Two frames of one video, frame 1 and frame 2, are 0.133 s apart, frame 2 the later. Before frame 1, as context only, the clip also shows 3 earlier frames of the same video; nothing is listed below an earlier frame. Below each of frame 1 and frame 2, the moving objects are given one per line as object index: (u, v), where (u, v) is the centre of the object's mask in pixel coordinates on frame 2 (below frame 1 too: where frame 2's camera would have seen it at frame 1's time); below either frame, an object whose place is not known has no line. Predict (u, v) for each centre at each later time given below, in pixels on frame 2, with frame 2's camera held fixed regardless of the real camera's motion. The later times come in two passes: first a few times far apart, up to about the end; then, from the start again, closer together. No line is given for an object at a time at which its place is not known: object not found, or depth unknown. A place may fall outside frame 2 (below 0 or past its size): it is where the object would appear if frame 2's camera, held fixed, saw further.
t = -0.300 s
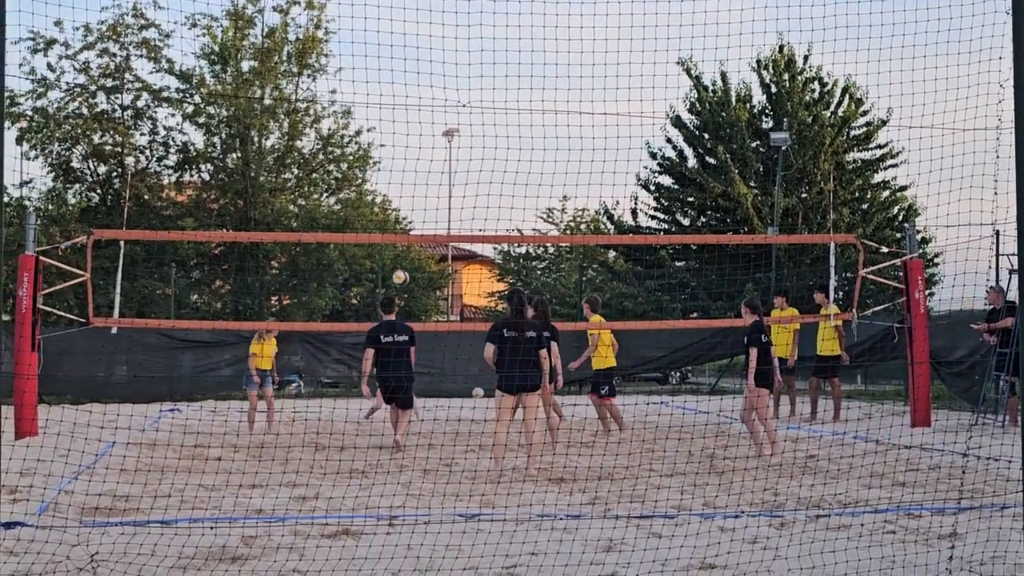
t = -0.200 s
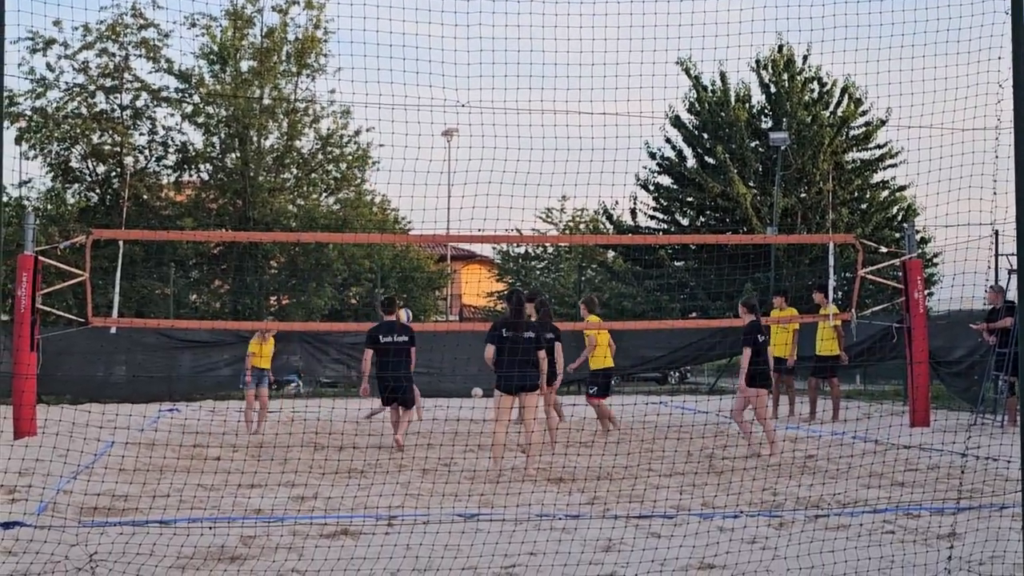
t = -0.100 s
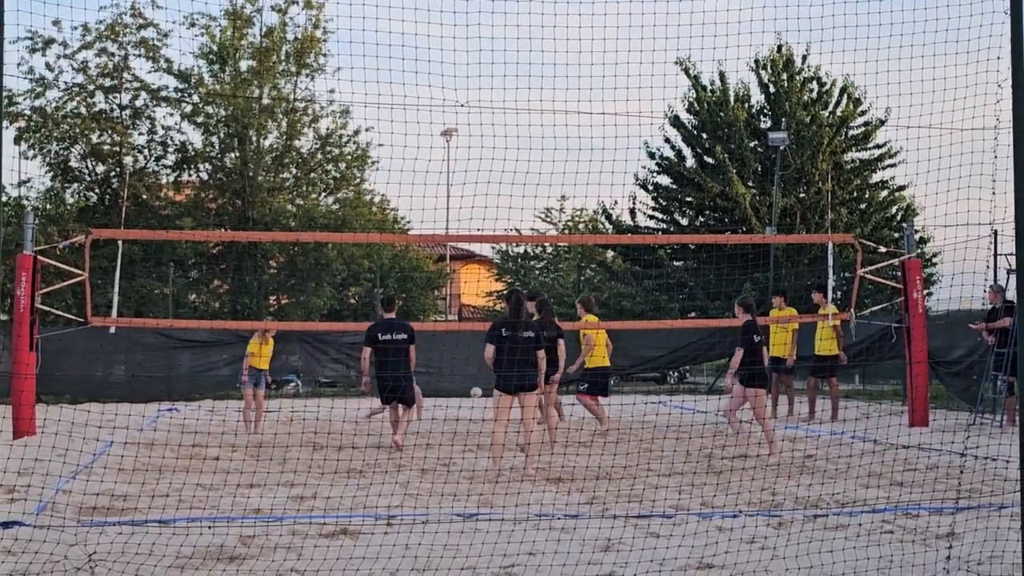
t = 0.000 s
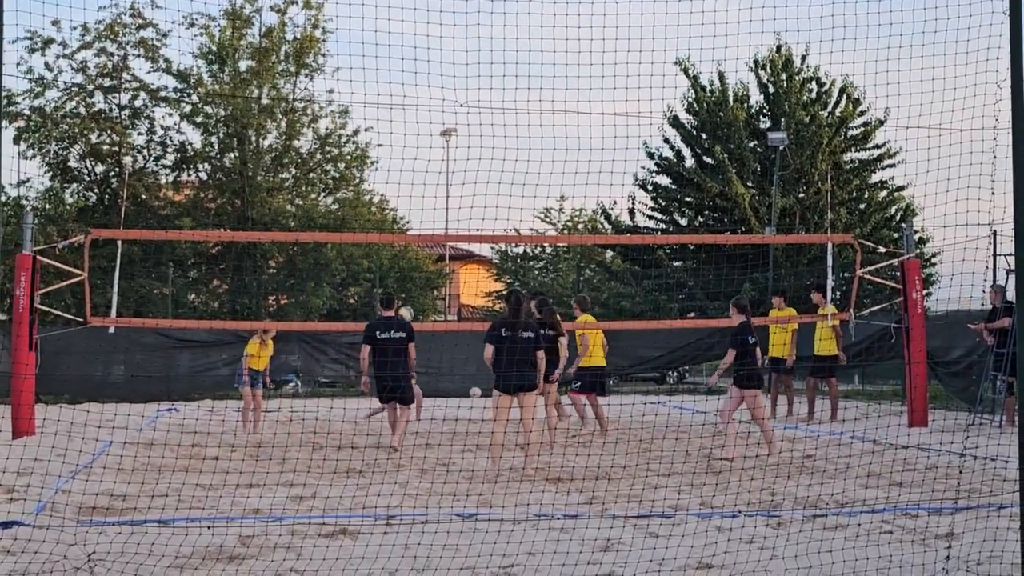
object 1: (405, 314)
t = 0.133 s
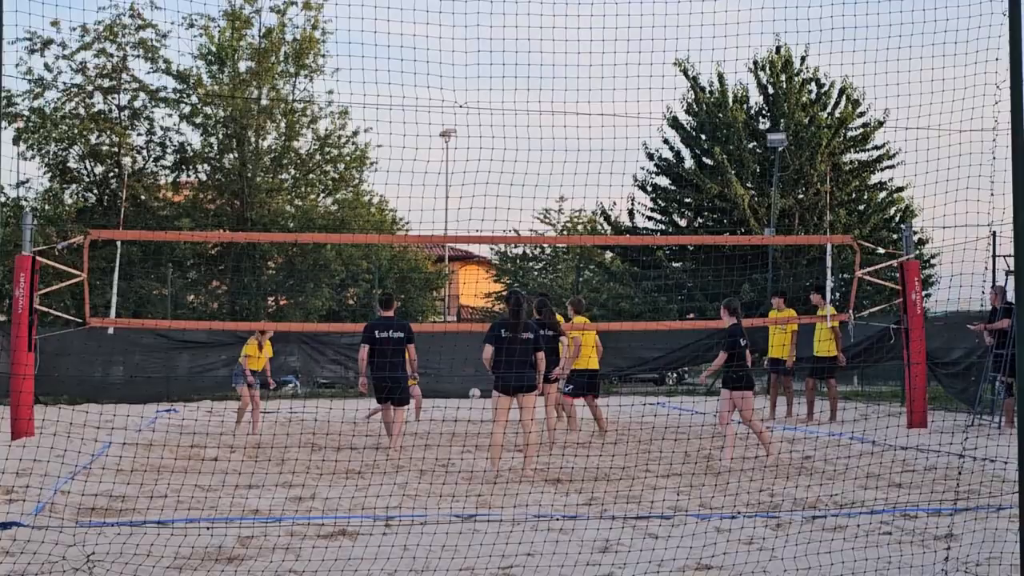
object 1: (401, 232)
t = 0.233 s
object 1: (399, 189)
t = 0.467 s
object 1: (393, 100)
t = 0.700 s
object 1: (388, 48)
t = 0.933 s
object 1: (383, 33)
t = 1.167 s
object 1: (378, 56)
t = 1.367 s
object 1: (375, 107)
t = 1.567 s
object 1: (372, 186)
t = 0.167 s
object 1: (402, 220)
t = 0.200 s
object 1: (400, 204)
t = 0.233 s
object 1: (399, 189)
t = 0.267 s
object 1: (398, 173)
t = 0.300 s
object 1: (397, 159)
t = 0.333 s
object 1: (397, 146)
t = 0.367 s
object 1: (395, 133)
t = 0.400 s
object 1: (394, 121)
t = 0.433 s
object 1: (394, 110)
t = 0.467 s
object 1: (393, 100)
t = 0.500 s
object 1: (392, 90)
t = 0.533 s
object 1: (392, 81)
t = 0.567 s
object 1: (391, 74)
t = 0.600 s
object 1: (390, 66)
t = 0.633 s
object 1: (390, 59)
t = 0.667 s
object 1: (389, 53)
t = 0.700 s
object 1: (388, 48)
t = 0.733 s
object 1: (387, 44)
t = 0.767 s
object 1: (387, 40)
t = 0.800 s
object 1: (386, 37)
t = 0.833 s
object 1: (385, 35)
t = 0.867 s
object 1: (384, 34)
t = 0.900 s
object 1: (384, 33)
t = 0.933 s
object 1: (383, 33)
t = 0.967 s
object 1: (382, 34)
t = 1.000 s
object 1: (381, 36)
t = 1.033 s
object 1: (381, 39)
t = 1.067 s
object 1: (380, 42)
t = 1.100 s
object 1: (380, 46)
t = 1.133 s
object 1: (379, 51)
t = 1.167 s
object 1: (378, 56)
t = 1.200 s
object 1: (378, 63)
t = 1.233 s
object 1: (377, 70)
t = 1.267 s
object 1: (377, 78)
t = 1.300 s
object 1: (376, 87)
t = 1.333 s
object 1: (375, 96)
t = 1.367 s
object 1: (375, 107)
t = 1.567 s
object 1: (372, 186)
